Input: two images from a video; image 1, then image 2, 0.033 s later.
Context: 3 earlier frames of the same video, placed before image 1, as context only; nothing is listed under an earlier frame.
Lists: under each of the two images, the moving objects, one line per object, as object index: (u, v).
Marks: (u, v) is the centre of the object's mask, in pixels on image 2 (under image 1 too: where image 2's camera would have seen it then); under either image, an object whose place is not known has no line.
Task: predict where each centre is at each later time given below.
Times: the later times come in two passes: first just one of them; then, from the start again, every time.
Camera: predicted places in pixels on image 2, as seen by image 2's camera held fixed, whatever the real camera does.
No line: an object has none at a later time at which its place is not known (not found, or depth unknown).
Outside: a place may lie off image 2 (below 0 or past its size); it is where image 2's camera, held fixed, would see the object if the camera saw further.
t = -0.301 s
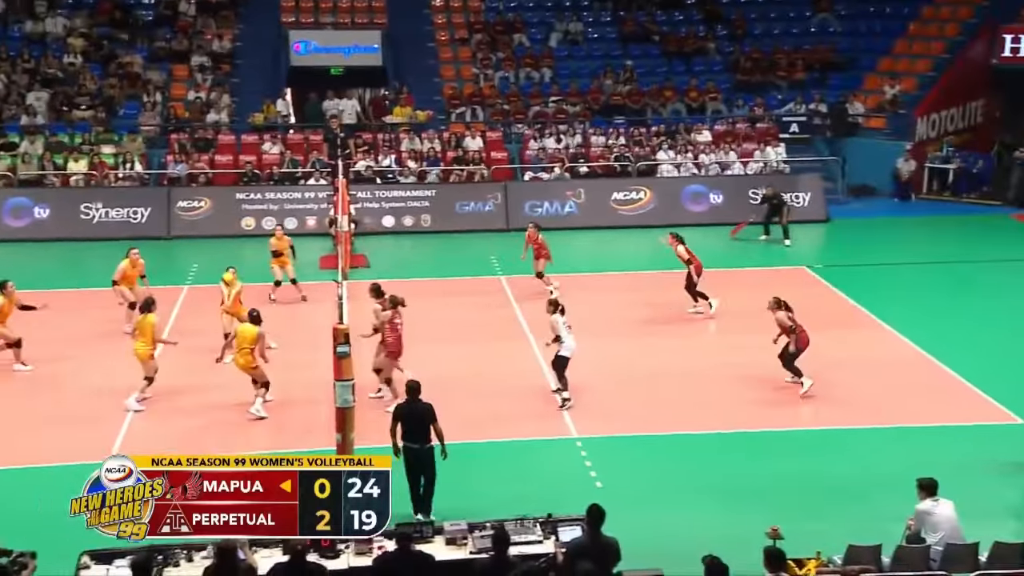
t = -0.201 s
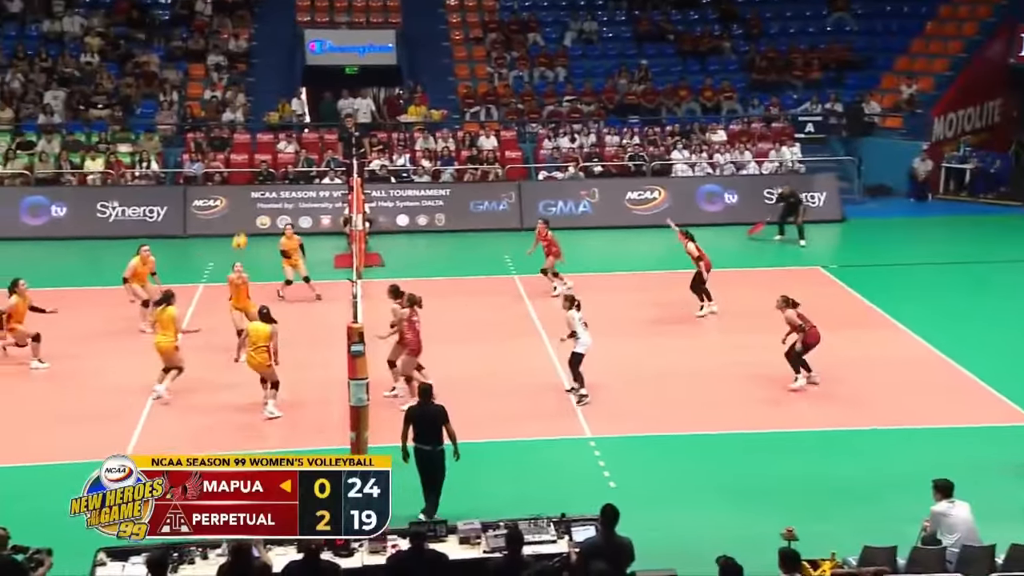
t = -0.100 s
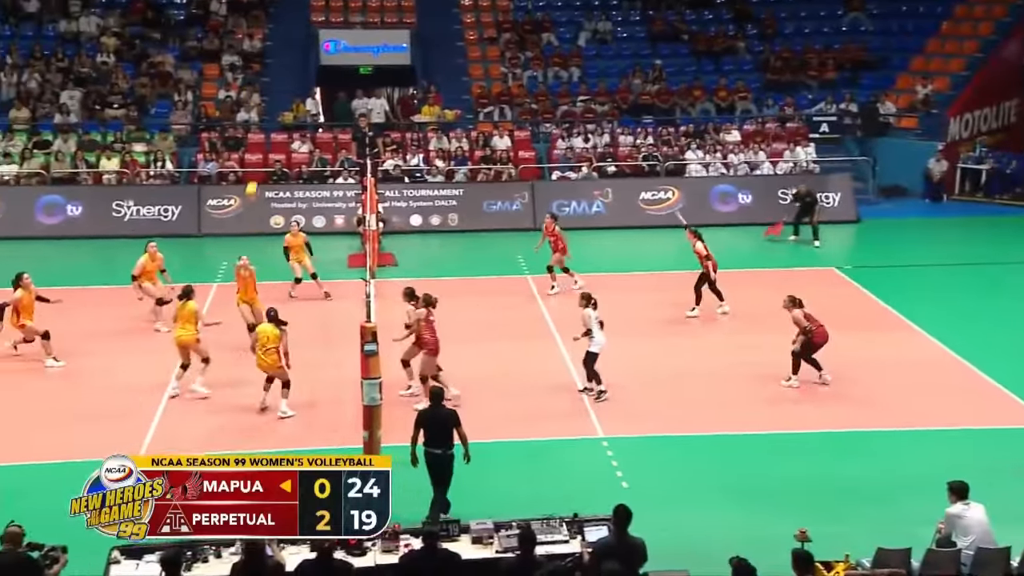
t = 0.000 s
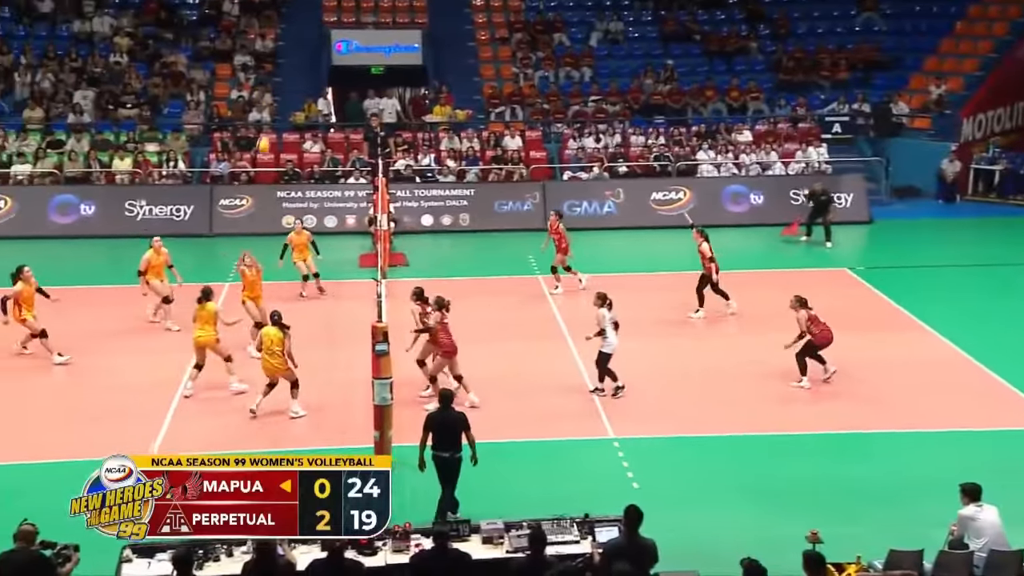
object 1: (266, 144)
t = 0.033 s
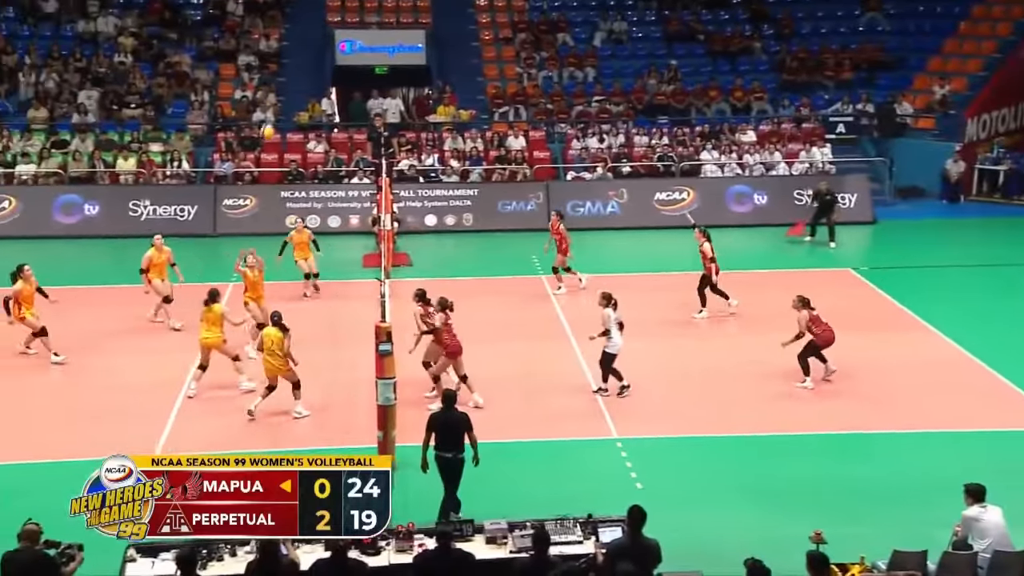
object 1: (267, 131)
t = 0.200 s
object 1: (269, 74)
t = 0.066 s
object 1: (269, 118)
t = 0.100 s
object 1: (268, 104)
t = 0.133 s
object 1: (269, 94)
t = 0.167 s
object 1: (269, 84)
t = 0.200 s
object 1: (269, 74)
